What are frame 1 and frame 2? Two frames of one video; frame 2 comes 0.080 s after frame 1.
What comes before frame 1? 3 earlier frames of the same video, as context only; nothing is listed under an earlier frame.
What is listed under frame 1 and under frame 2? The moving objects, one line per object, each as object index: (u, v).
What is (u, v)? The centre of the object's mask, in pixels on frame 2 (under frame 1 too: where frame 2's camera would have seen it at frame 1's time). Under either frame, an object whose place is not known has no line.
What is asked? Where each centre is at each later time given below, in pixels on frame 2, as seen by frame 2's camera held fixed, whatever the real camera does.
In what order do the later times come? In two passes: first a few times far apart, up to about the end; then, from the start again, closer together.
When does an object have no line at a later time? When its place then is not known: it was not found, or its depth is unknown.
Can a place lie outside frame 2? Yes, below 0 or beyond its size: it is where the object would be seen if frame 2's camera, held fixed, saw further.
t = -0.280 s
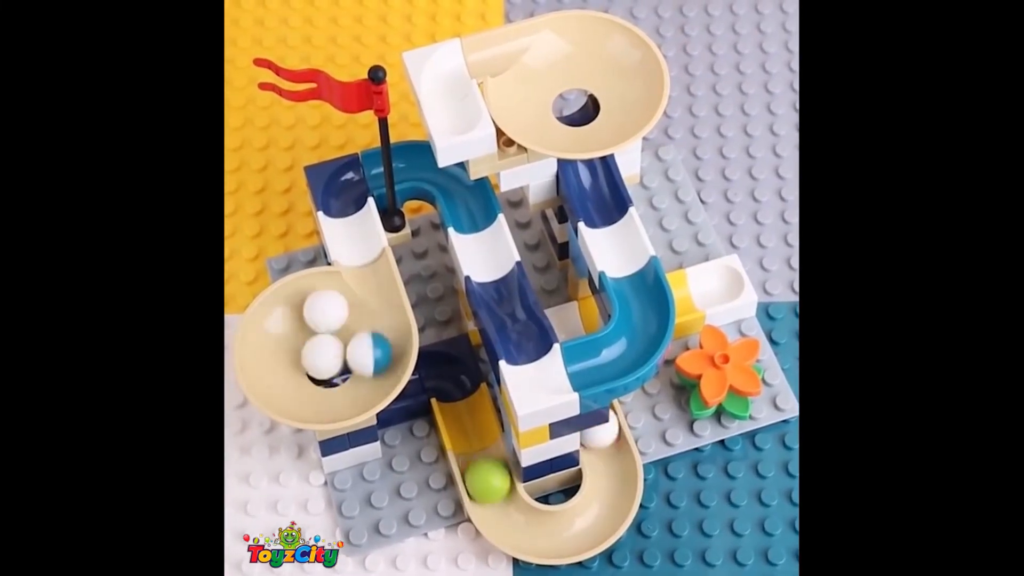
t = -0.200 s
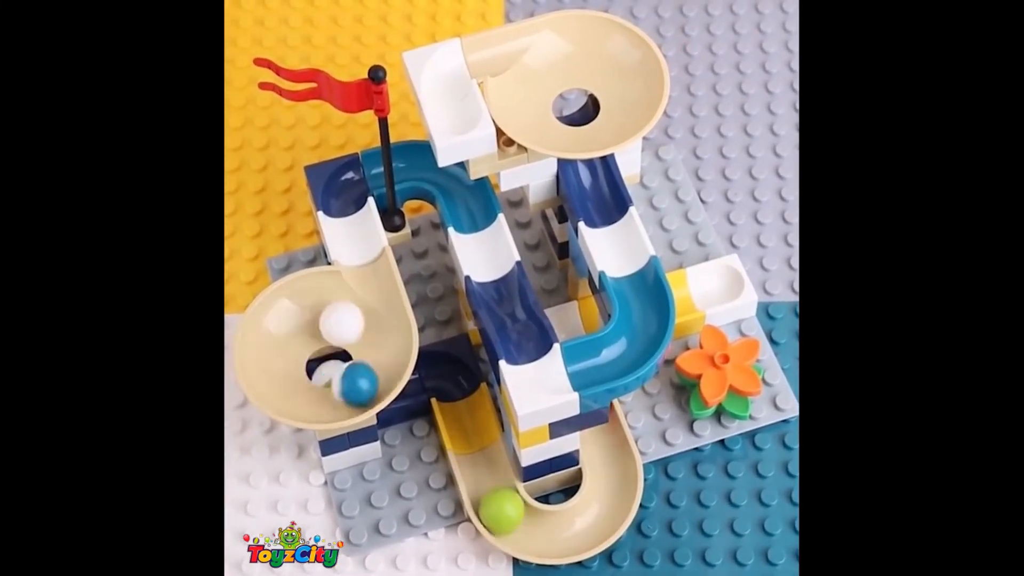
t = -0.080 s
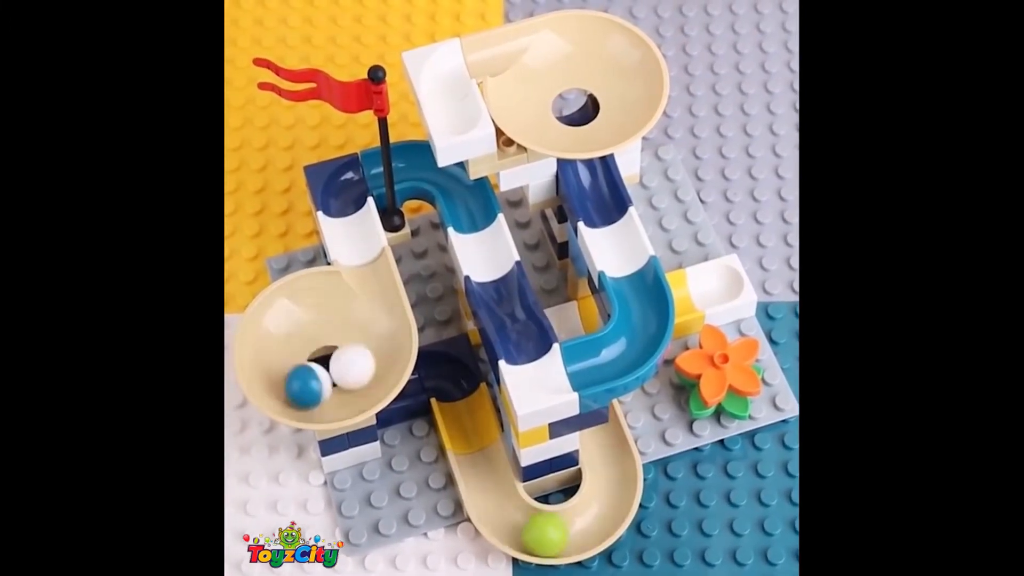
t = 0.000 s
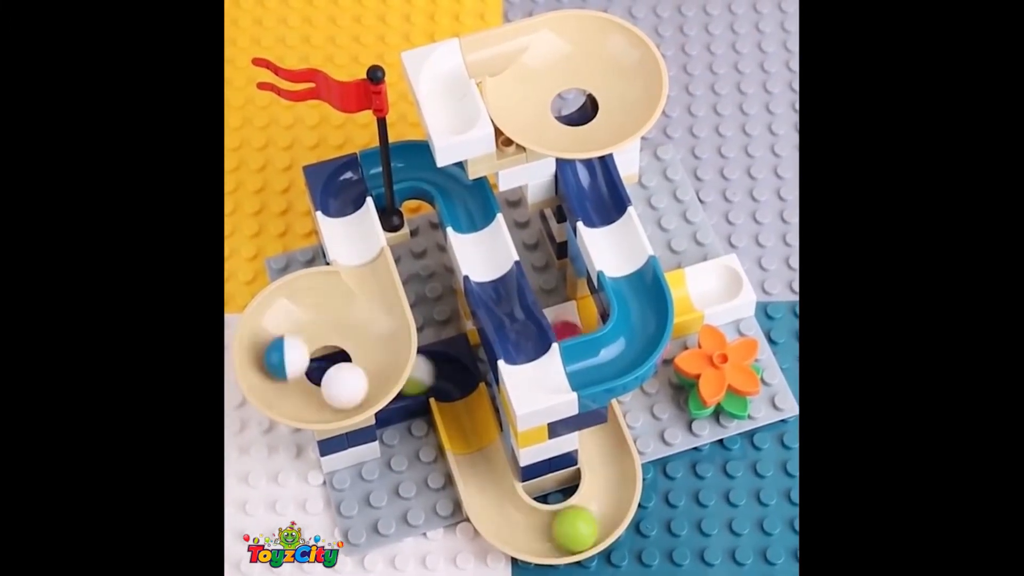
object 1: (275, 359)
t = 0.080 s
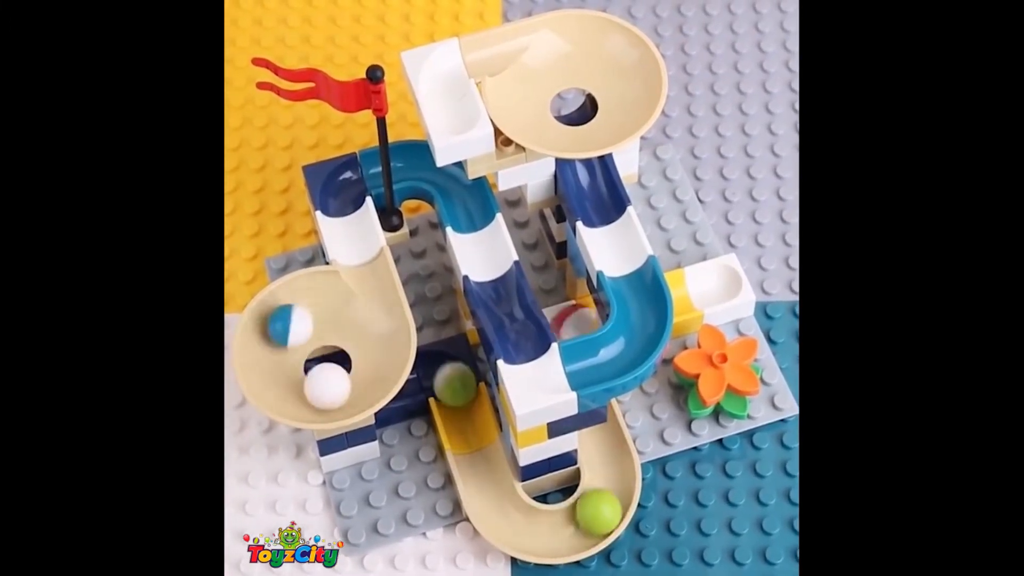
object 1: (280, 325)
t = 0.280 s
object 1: (373, 337)
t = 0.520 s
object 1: (303, 380)
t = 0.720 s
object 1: (292, 329)
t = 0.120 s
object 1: (295, 312)
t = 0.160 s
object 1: (315, 308)
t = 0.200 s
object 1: (336, 313)
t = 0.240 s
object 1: (356, 324)
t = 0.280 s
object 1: (373, 337)
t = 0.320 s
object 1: (383, 349)
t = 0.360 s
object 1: (381, 359)
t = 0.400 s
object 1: (367, 372)
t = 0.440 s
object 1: (348, 382)
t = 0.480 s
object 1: (329, 384)
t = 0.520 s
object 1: (303, 380)
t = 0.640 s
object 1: (278, 360)
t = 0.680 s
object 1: (281, 342)
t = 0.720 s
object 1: (292, 329)
